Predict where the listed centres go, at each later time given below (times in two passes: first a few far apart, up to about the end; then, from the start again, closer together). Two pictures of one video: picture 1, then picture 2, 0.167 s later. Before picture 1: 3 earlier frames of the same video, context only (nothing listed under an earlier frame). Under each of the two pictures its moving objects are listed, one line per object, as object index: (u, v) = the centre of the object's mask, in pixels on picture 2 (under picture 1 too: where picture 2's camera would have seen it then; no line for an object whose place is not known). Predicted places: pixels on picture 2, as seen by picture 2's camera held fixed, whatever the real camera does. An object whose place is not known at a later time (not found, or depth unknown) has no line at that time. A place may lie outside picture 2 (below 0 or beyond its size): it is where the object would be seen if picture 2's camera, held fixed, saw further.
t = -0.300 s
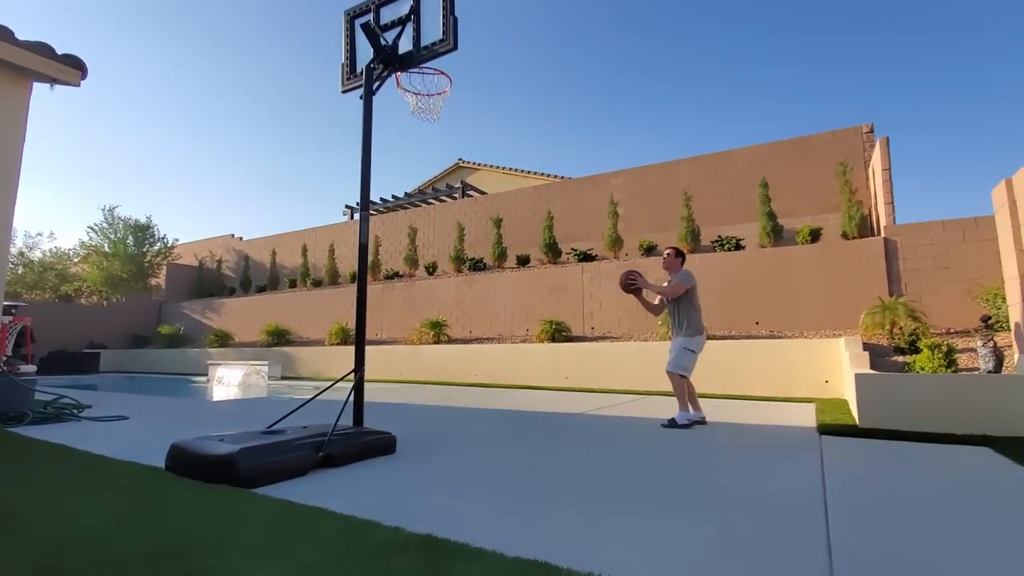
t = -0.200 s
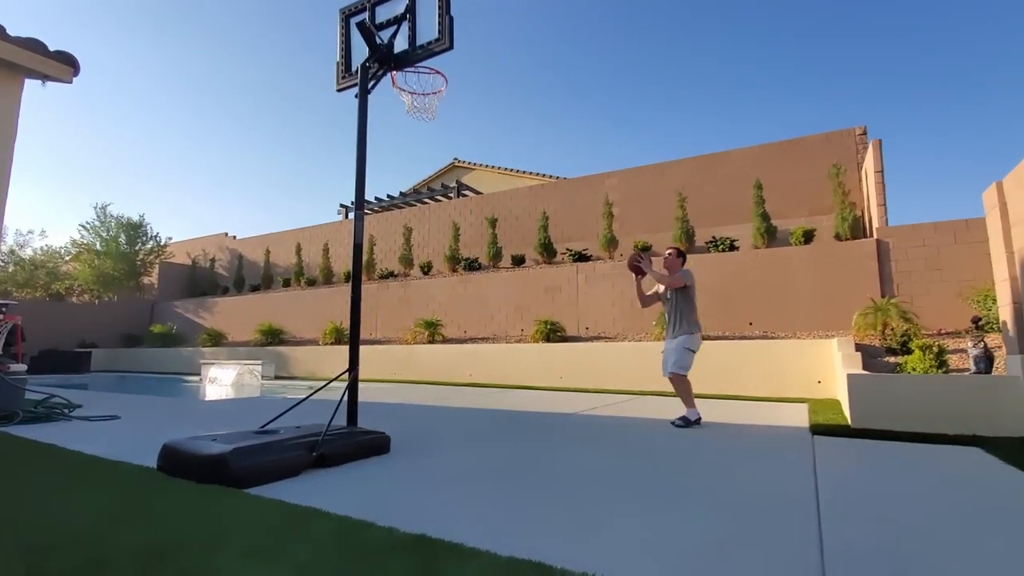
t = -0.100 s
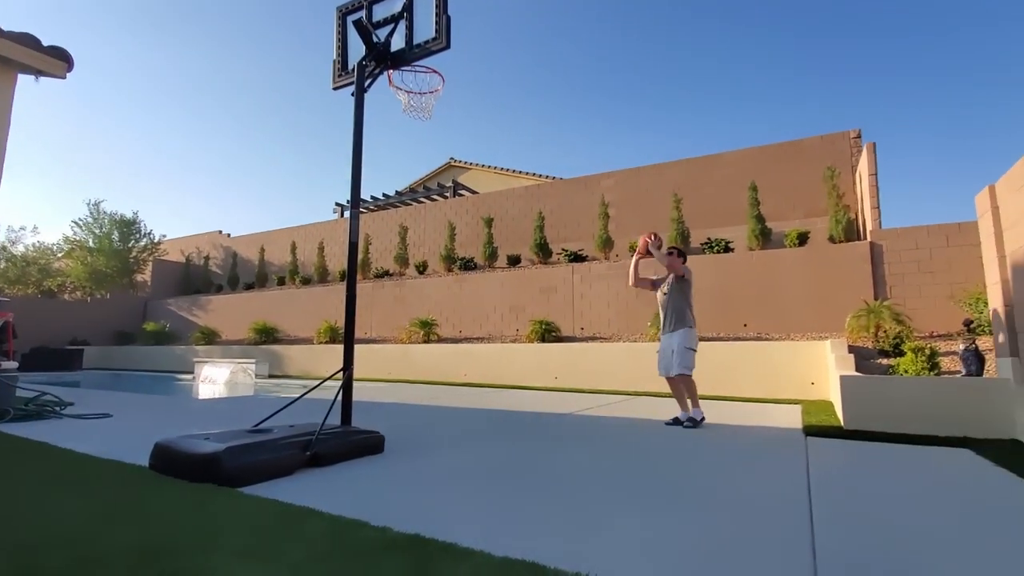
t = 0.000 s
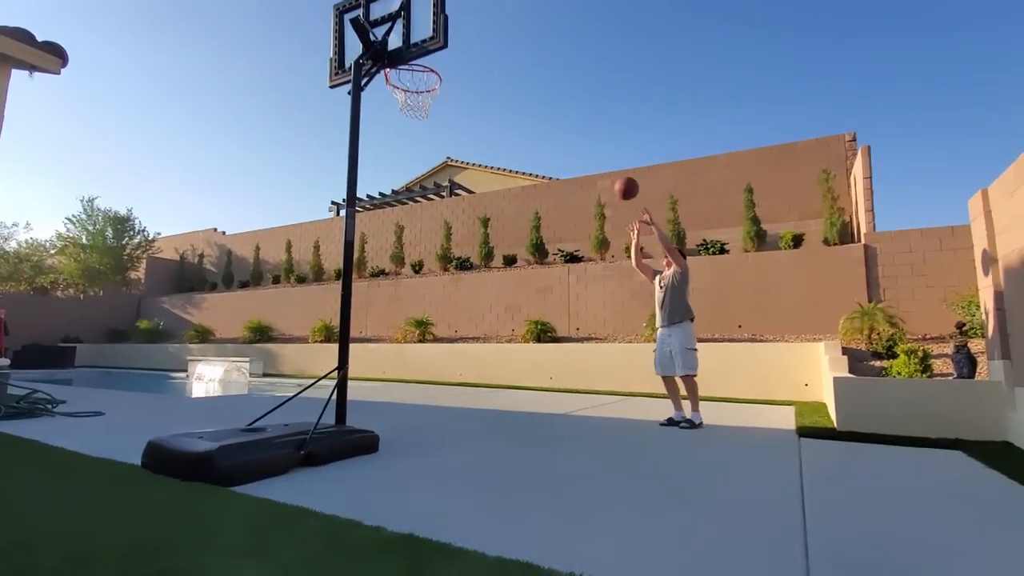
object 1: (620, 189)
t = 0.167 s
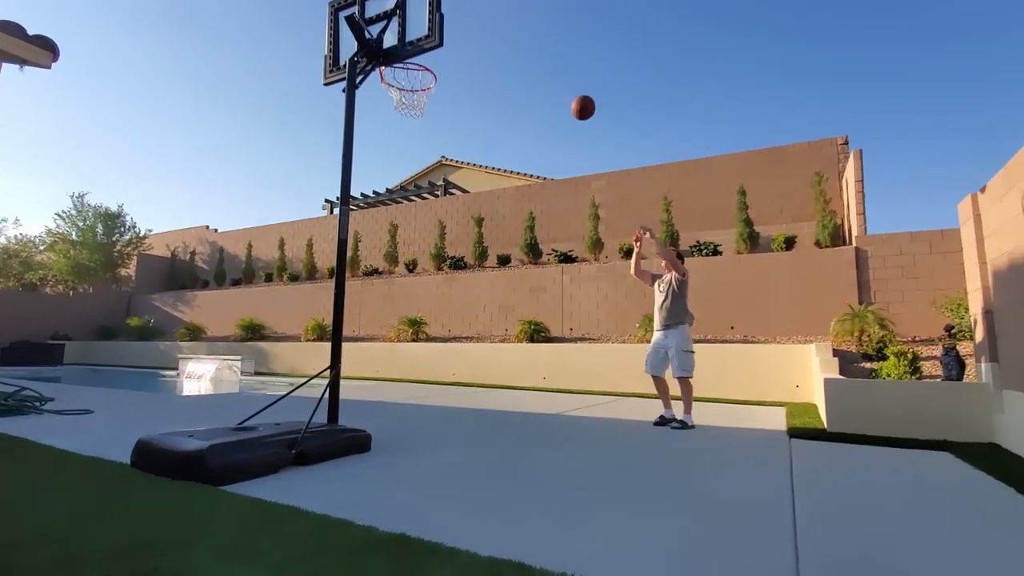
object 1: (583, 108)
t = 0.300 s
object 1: (552, 58)
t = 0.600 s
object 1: (476, 8)
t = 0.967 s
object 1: (393, 67)
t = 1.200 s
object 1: (426, 94)
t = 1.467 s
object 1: (404, 106)
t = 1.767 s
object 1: (366, 213)
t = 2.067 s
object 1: (321, 410)
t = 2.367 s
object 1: (392, 309)
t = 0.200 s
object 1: (575, 94)
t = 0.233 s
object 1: (567, 81)
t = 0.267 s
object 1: (560, 69)
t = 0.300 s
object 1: (552, 58)
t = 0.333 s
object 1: (544, 48)
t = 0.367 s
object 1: (535, 39)
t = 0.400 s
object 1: (527, 30)
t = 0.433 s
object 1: (519, 23)
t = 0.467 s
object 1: (511, 16)
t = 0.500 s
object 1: (502, 12)
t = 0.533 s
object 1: (493, 10)
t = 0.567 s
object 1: (485, 9)
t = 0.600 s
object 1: (476, 8)
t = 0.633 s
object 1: (467, 7)
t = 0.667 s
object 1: (458, 8)
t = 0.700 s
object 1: (450, 8)
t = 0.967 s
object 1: (393, 67)
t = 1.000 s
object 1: (394, 72)
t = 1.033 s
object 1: (403, 76)
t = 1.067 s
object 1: (410, 83)
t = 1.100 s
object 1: (414, 84)
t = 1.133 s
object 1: (419, 87)
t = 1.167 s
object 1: (423, 90)
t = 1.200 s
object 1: (426, 94)
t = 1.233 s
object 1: (427, 95)
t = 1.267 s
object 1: (426, 94)
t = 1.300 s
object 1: (423, 93)
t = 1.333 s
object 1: (420, 93)
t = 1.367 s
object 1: (416, 95)
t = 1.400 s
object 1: (412, 97)
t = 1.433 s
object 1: (408, 101)
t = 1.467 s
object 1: (404, 106)
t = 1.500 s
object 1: (401, 113)
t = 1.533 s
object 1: (397, 121)
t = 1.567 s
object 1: (393, 129)
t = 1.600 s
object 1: (389, 140)
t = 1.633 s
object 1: (384, 151)
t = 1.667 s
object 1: (380, 165)
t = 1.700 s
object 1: (376, 179)
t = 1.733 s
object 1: (370, 196)
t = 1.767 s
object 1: (366, 213)
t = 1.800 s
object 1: (361, 232)
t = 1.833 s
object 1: (357, 253)
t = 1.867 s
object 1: (354, 276)
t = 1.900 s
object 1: (350, 301)
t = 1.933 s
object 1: (343, 327)
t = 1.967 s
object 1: (344, 355)
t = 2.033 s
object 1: (318, 413)
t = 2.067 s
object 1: (321, 410)
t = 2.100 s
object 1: (344, 390)
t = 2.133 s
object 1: (349, 373)
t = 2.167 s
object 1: (354, 359)
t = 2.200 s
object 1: (361, 346)
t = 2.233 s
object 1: (368, 336)
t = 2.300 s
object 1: (380, 319)
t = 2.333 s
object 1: (386, 313)
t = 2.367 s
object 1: (392, 309)
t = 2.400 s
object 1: (397, 305)
